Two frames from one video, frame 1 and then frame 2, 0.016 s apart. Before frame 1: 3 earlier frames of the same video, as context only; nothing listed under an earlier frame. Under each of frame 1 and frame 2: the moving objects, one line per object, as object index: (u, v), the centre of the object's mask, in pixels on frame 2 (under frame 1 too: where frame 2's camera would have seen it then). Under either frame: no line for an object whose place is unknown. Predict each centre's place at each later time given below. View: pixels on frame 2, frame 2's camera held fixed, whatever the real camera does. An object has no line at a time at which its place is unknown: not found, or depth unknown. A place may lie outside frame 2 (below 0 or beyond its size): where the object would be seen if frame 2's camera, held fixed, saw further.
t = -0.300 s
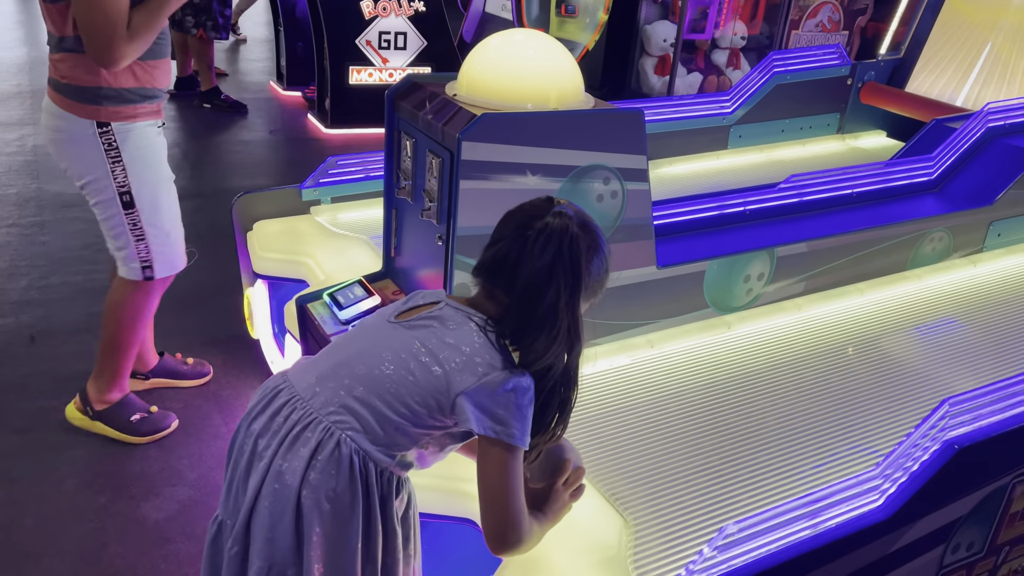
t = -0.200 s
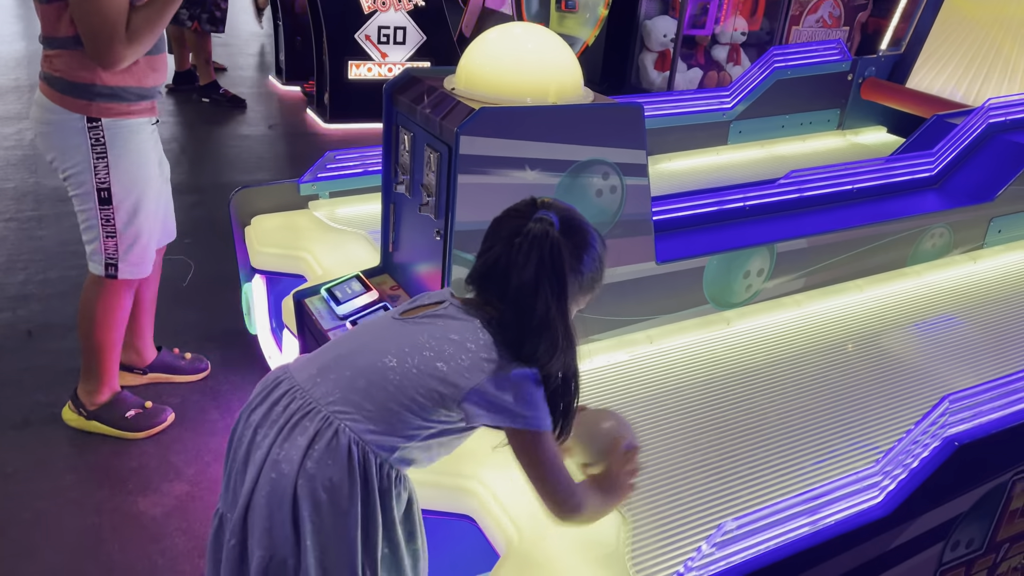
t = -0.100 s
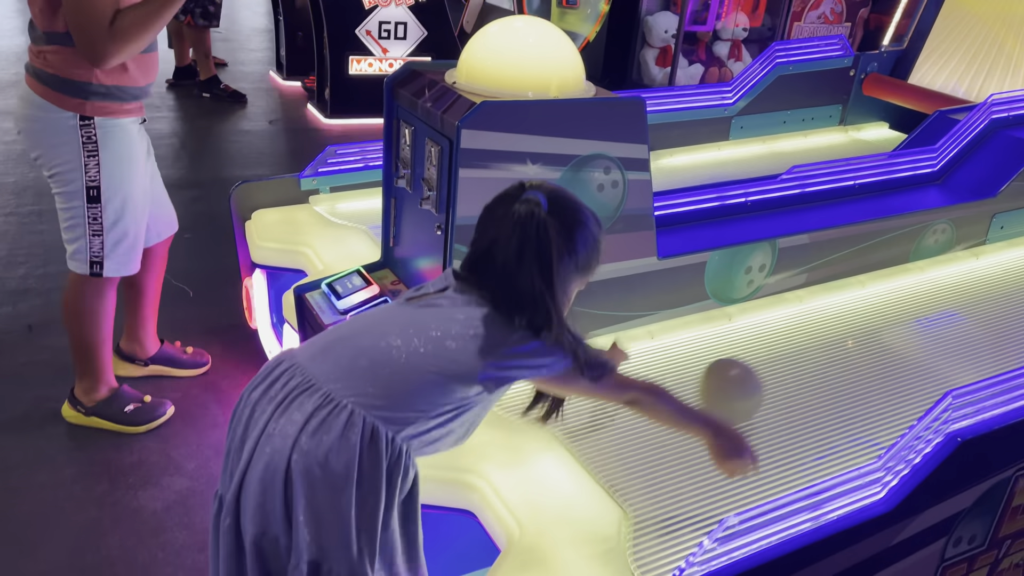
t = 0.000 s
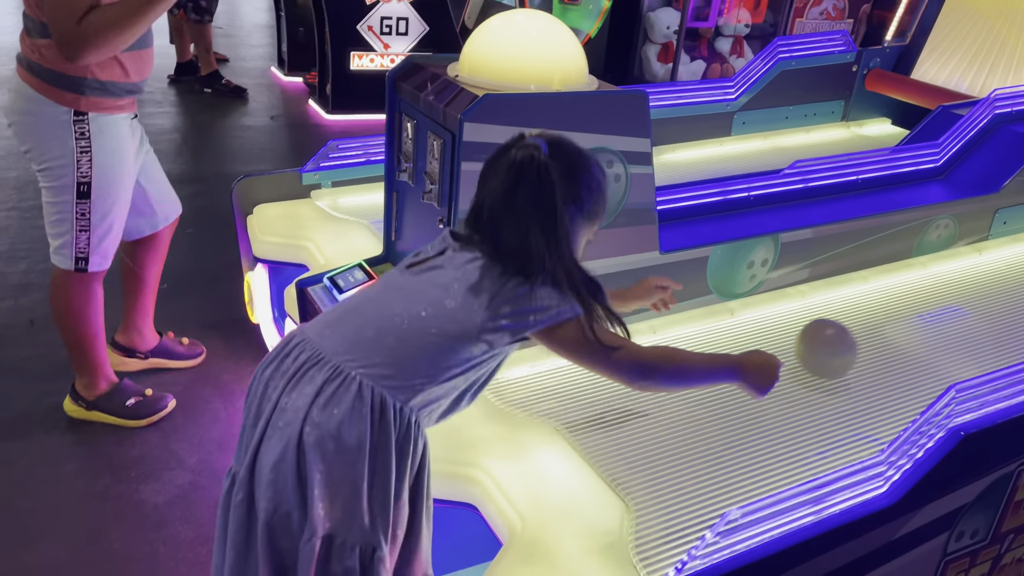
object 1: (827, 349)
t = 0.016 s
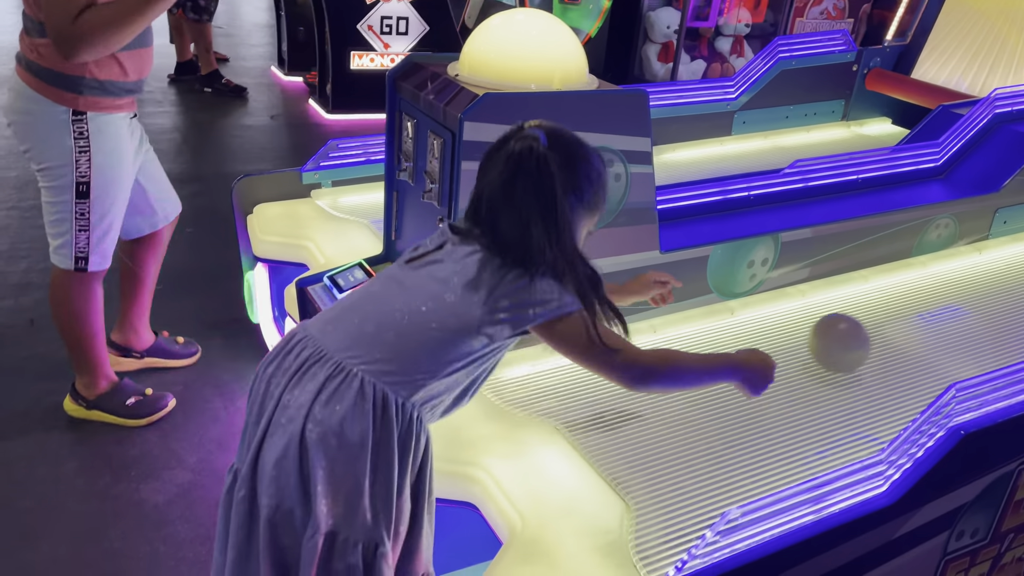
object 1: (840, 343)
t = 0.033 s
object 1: (852, 338)
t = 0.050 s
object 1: (864, 334)
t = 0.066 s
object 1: (876, 329)
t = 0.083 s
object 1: (886, 325)
